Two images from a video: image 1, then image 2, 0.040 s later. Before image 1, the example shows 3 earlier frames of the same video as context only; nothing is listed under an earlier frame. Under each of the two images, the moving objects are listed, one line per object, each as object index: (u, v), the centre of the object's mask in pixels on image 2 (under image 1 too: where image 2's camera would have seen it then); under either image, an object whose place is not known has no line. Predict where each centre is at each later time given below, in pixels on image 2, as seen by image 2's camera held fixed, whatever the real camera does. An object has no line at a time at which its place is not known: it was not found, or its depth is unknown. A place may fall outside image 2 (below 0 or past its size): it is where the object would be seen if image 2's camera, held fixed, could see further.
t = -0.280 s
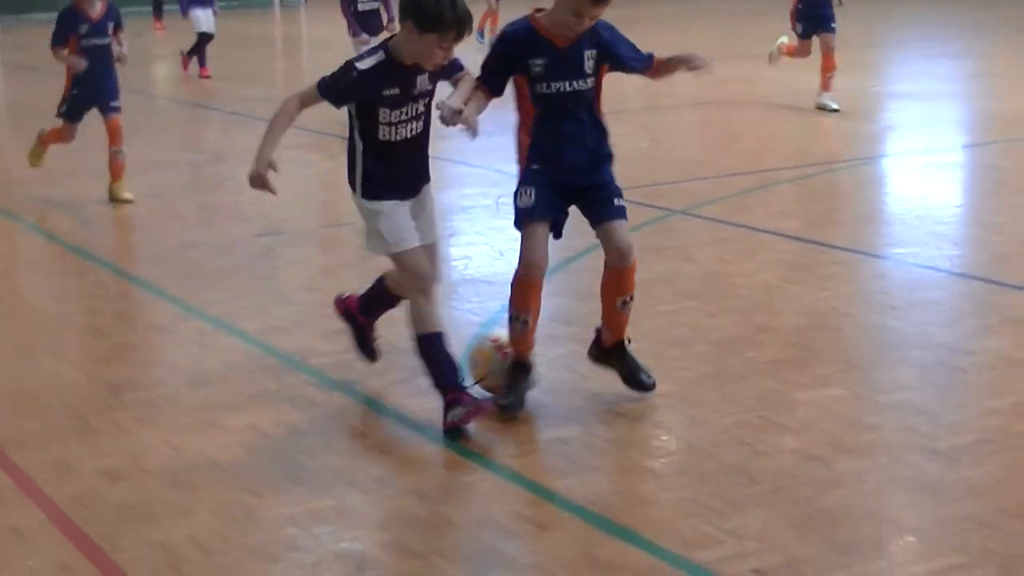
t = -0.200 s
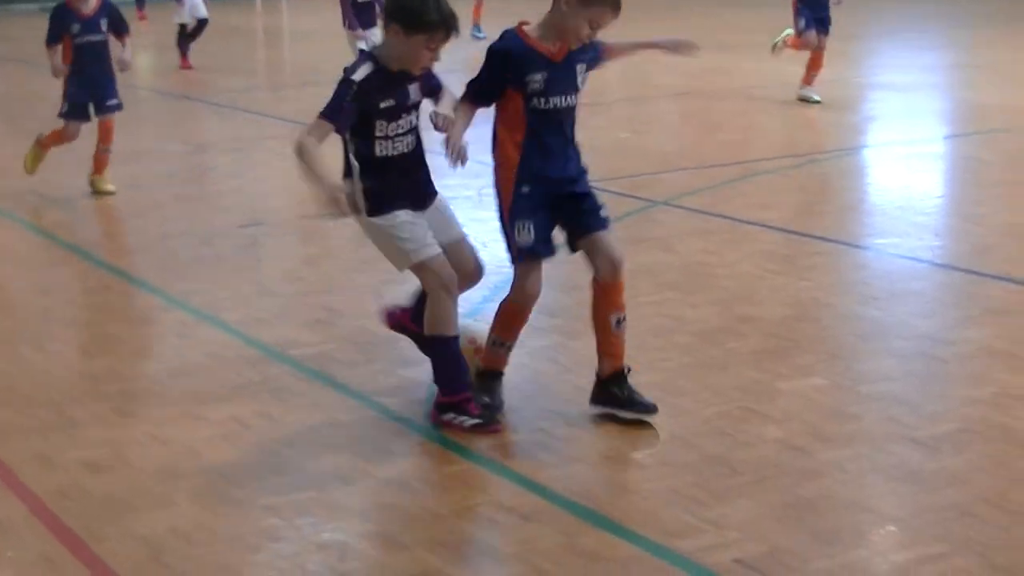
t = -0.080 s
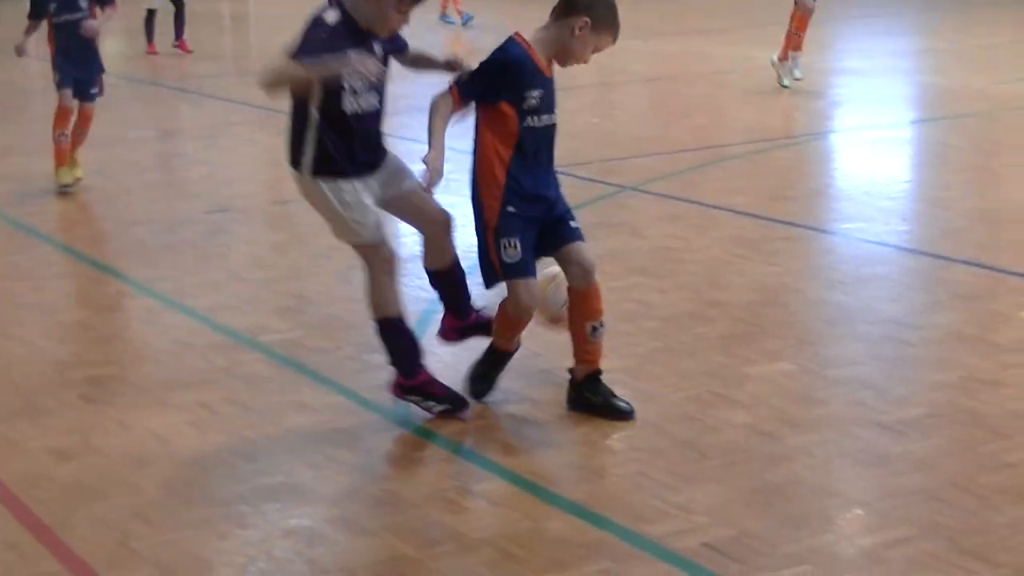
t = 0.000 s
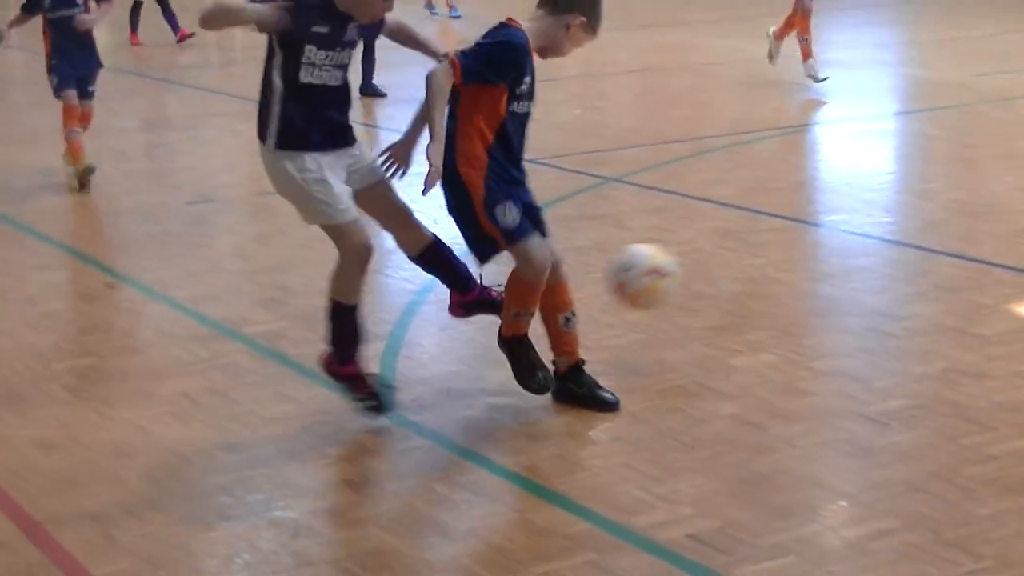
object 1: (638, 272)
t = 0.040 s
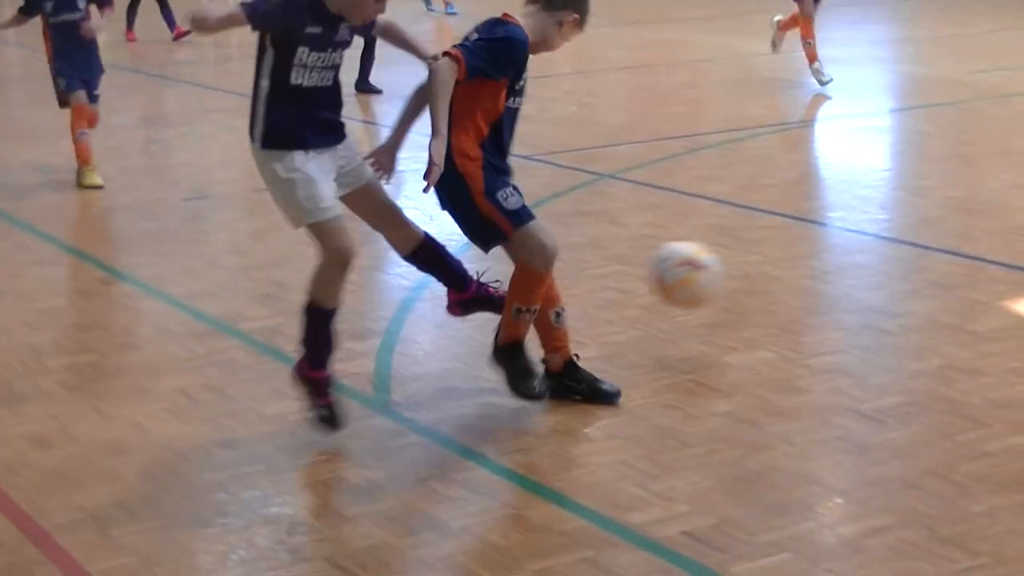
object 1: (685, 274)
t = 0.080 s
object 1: (732, 280)
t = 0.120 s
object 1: (777, 291)
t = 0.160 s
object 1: (828, 311)
